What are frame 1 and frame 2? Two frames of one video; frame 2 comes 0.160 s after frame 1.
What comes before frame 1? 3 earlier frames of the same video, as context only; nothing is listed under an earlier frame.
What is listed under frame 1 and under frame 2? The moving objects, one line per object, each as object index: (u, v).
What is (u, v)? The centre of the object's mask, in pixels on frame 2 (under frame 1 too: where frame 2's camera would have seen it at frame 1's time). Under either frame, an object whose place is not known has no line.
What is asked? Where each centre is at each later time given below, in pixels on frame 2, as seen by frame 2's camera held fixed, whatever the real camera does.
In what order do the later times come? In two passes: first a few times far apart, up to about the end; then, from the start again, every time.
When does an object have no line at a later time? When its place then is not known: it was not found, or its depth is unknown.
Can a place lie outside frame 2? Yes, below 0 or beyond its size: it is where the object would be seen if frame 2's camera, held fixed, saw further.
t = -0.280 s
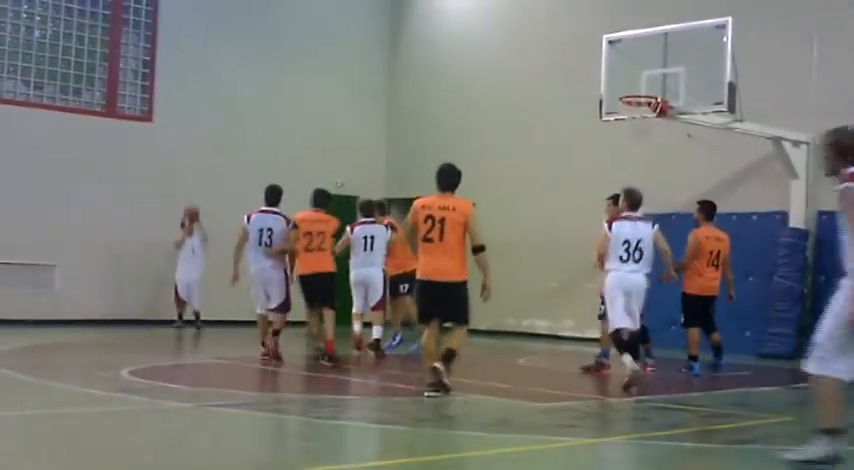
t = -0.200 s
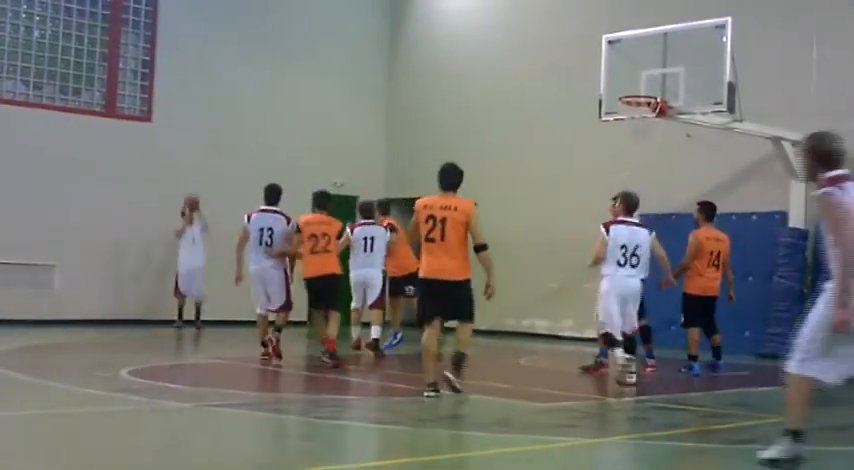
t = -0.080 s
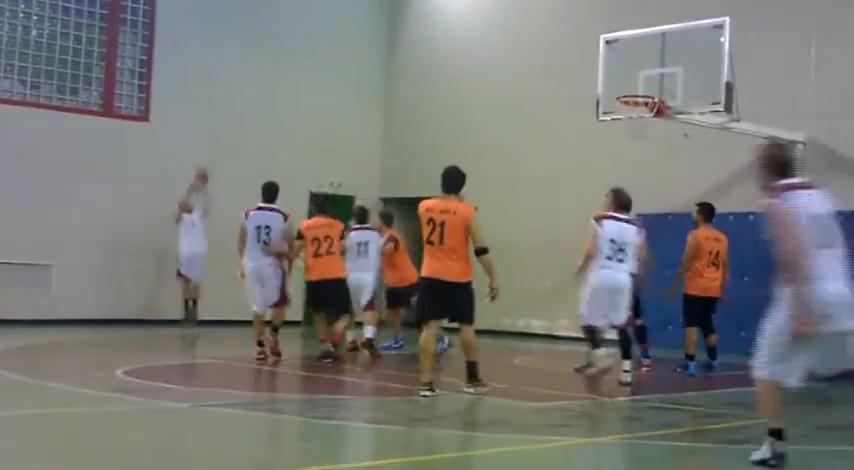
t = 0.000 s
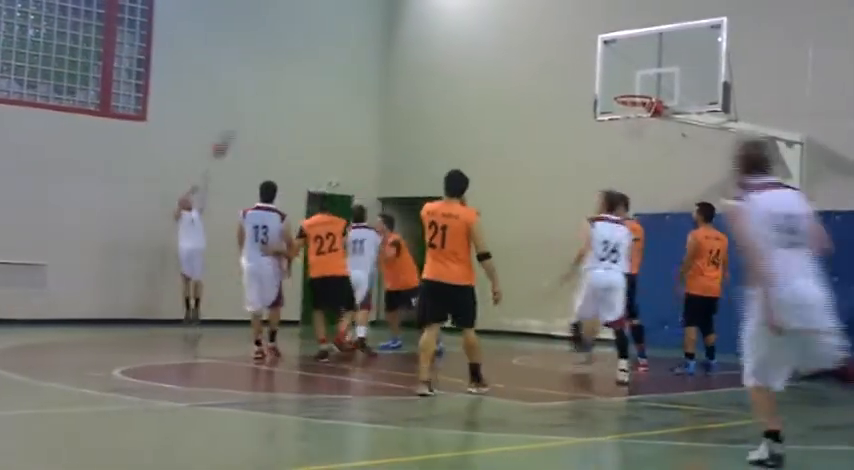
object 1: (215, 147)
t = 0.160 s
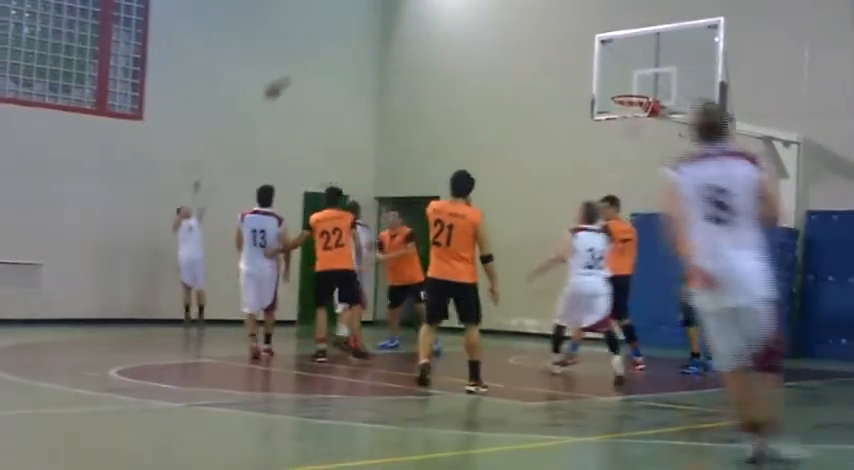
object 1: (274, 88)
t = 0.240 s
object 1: (301, 69)
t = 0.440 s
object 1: (373, 29)
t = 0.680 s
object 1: (462, 18)
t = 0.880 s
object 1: (545, 44)
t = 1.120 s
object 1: (640, 87)
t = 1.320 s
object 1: (704, 77)
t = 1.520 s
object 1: (727, 82)
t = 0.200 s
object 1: (287, 78)
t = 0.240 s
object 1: (301, 69)
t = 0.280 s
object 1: (316, 59)
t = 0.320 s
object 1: (331, 50)
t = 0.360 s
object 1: (346, 41)
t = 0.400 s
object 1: (360, 34)
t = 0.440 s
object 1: (373, 29)
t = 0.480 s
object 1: (390, 24)
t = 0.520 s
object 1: (404, 20)
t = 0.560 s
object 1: (415, 17)
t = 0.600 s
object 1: (428, 17)
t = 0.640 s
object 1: (445, 17)
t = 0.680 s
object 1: (462, 18)
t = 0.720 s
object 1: (479, 20)
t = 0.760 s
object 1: (493, 24)
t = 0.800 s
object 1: (509, 29)
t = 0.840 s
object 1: (525, 36)
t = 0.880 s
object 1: (545, 44)
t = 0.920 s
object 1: (560, 52)
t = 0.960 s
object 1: (576, 62)
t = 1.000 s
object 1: (593, 74)
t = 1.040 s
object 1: (615, 87)
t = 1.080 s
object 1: (628, 87)
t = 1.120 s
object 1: (640, 87)
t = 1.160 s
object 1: (652, 86)
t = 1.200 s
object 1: (665, 81)
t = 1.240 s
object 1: (678, 78)
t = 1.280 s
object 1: (690, 76)
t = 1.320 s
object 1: (704, 77)
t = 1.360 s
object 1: (712, 77)
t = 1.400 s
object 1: (715, 76)
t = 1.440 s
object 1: (719, 76)
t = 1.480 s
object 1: (723, 78)
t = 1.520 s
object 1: (727, 82)
